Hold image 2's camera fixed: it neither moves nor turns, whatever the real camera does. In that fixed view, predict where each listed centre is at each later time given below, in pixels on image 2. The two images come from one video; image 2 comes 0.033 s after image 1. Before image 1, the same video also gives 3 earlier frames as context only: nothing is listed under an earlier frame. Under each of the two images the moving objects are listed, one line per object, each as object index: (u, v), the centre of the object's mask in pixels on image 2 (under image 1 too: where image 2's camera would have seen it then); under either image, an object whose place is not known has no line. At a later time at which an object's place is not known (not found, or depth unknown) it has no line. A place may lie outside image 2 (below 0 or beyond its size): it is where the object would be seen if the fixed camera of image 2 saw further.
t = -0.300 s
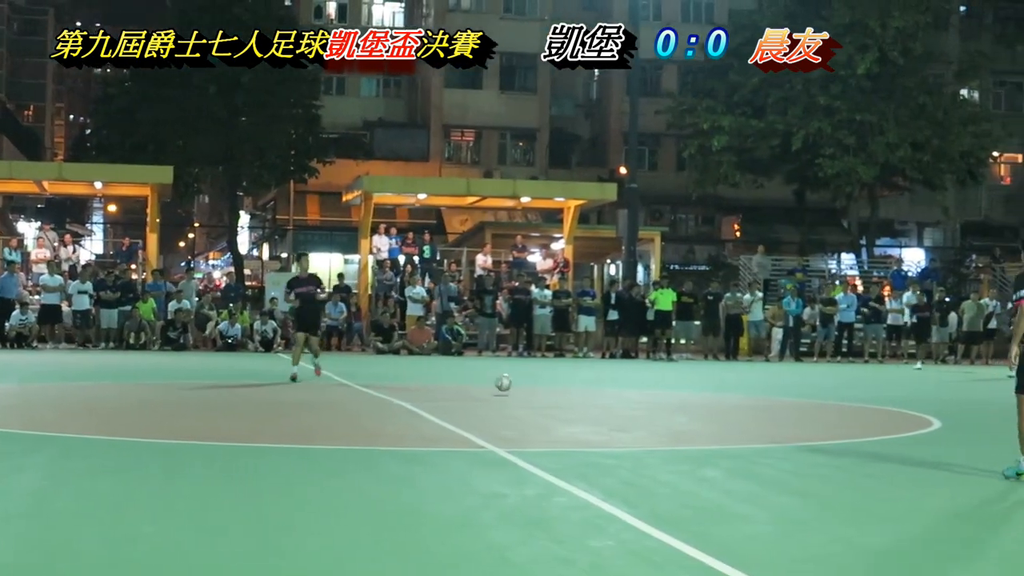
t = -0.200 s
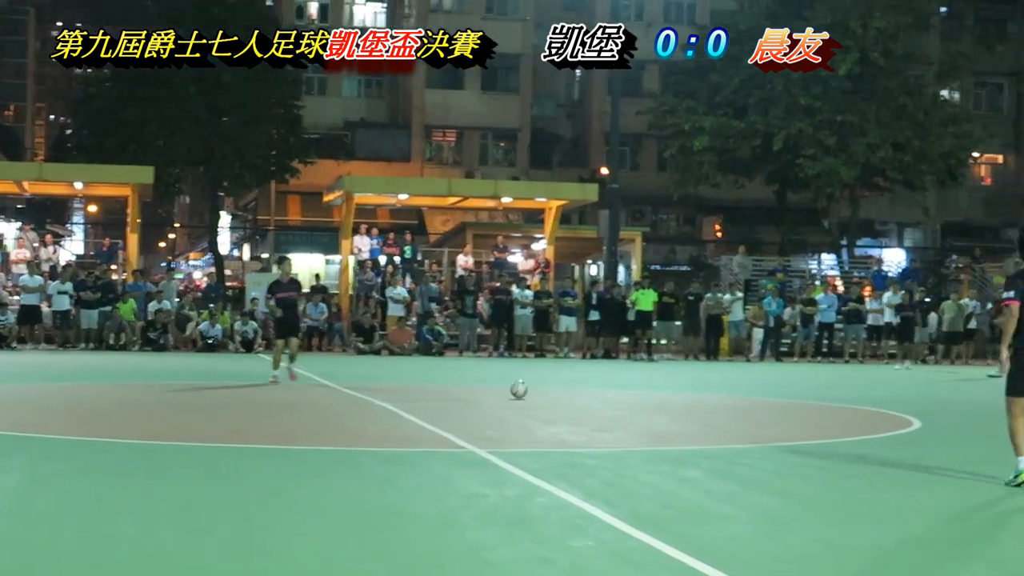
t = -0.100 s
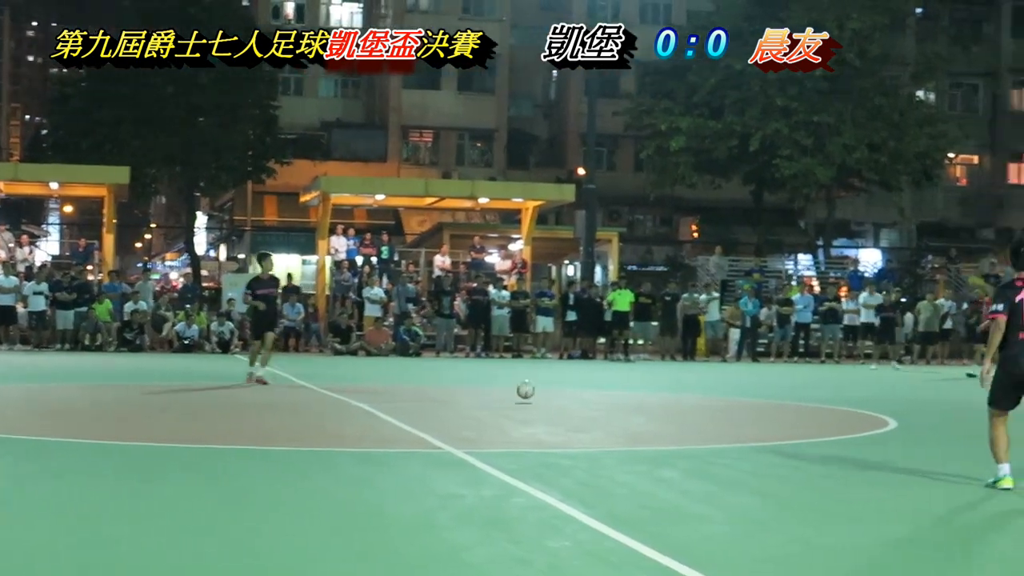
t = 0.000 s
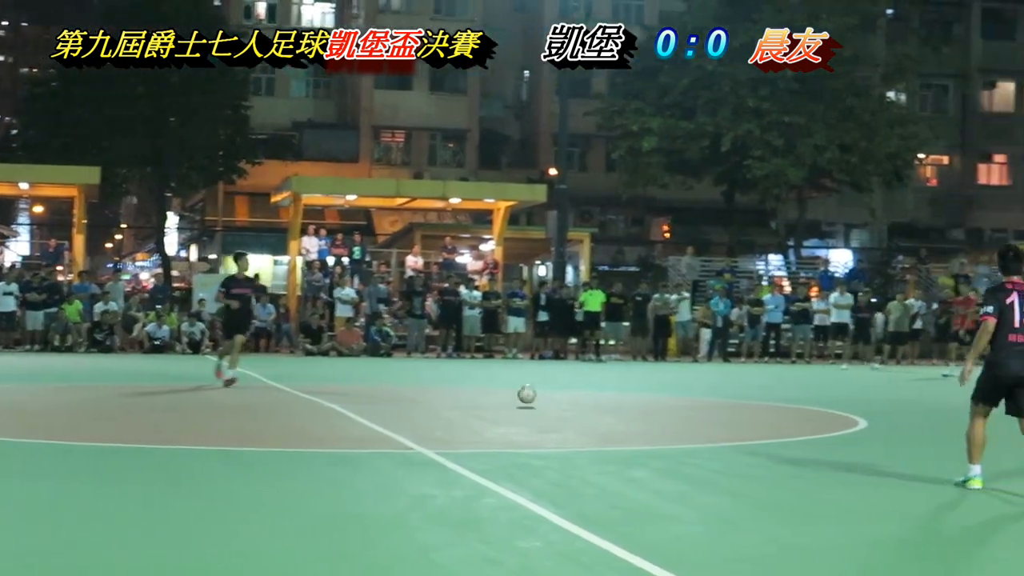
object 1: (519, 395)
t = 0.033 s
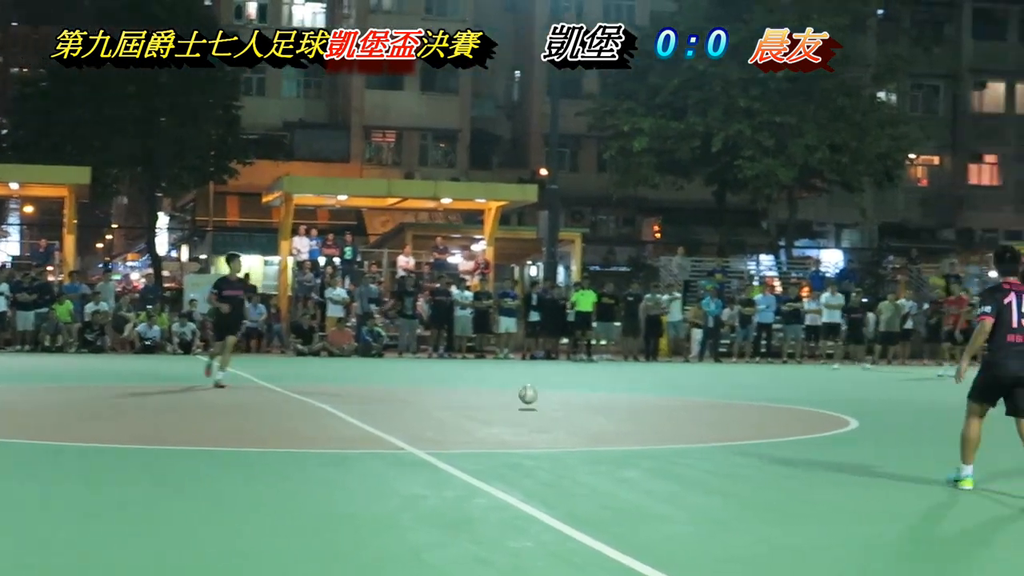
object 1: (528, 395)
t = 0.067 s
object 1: (537, 397)
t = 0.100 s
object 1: (546, 399)
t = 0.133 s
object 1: (555, 403)
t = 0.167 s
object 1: (564, 404)
